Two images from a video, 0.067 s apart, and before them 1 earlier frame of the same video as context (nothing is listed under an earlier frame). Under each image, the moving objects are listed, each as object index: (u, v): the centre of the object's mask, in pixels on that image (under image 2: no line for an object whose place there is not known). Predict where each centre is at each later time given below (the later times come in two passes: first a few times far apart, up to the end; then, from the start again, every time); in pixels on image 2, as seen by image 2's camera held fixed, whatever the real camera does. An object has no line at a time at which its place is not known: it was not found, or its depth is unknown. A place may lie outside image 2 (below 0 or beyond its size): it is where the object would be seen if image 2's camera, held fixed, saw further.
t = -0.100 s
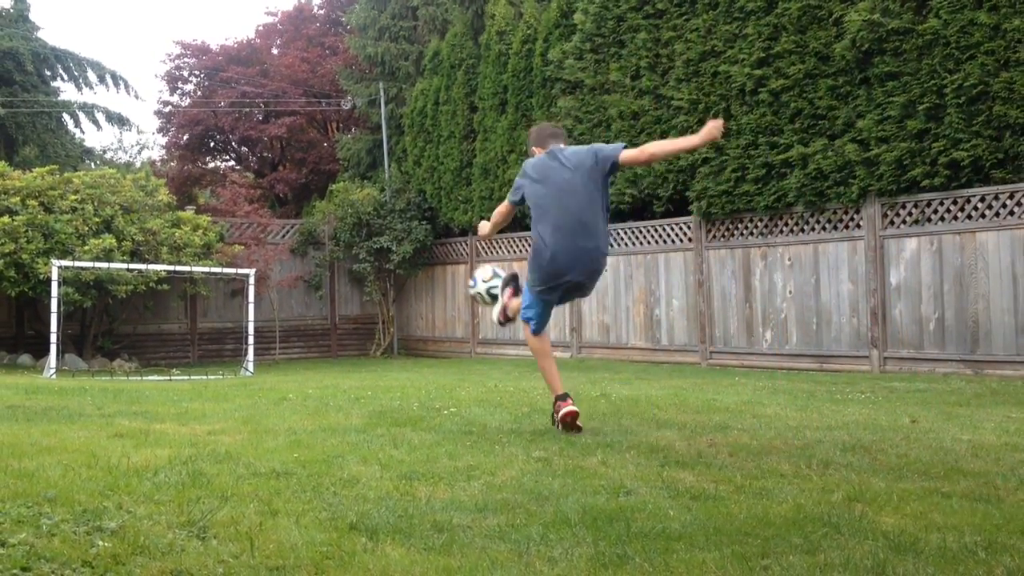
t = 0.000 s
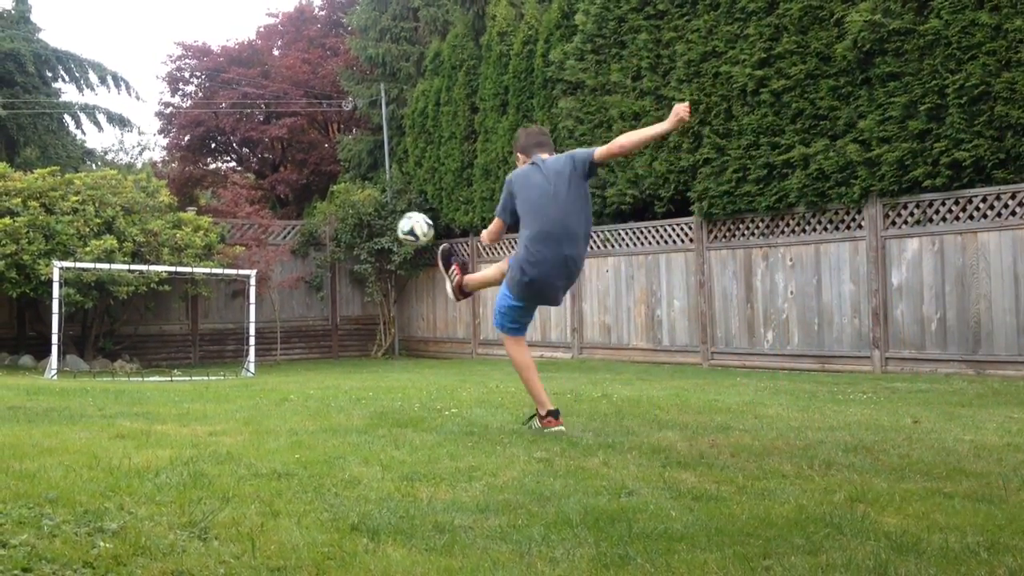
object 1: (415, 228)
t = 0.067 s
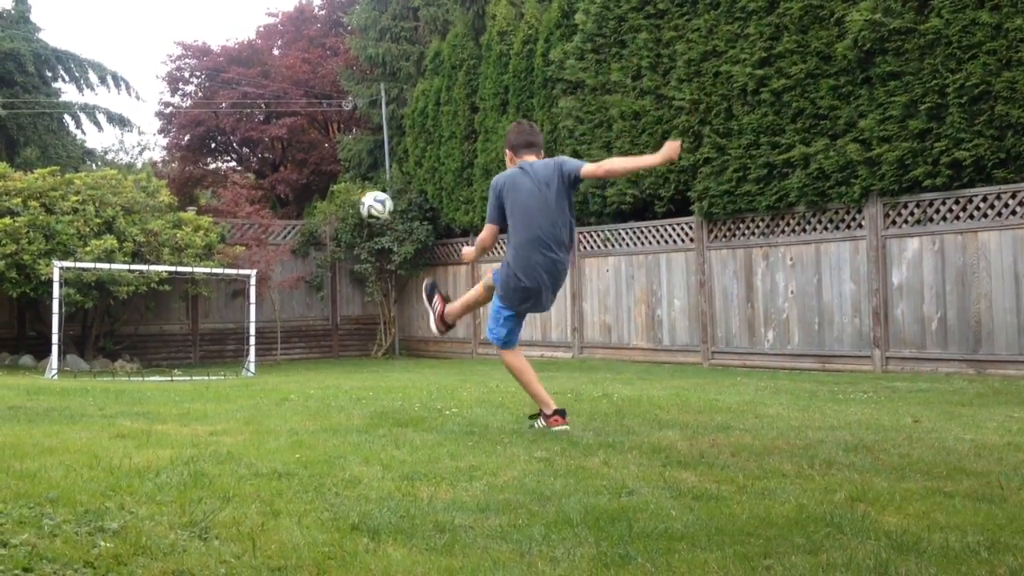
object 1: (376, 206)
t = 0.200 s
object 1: (314, 185)
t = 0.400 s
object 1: (249, 191)
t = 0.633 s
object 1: (196, 232)
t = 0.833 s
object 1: (192, 252)
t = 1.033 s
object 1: (243, 238)
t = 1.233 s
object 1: (298, 258)
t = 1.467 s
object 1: (368, 329)
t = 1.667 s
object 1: (417, 344)
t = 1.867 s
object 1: (453, 308)
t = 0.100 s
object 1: (359, 198)
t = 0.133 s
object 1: (343, 191)
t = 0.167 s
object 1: (328, 187)
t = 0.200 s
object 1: (314, 185)
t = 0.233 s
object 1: (301, 183)
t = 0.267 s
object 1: (289, 183)
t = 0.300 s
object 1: (278, 184)
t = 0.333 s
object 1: (268, 185)
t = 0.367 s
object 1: (258, 188)
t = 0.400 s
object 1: (249, 191)
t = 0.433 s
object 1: (240, 195)
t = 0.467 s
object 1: (231, 199)
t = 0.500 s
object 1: (223, 205)
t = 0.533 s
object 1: (216, 210)
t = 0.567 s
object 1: (209, 218)
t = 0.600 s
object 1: (202, 224)
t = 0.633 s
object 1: (196, 232)
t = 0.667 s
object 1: (189, 241)
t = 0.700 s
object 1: (183, 249)
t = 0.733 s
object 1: (178, 258)
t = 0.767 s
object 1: (176, 263)
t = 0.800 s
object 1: (184, 257)
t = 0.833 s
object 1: (192, 252)
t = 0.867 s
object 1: (201, 247)
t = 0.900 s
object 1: (209, 243)
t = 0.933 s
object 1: (217, 241)
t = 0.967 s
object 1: (226, 239)
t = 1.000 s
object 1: (234, 238)
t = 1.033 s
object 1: (243, 238)
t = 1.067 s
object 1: (252, 239)
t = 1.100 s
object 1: (261, 240)
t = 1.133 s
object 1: (269, 243)
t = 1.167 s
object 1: (279, 247)
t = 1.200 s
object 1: (288, 252)
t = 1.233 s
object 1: (298, 258)
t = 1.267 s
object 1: (307, 264)
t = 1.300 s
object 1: (317, 273)
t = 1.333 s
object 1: (327, 281)
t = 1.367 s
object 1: (336, 291)
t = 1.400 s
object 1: (347, 302)
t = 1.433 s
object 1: (358, 315)
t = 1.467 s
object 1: (368, 329)
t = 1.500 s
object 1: (378, 344)
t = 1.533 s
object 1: (389, 359)
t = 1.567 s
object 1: (399, 371)
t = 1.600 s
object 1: (405, 363)
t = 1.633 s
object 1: (411, 352)
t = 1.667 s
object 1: (417, 344)
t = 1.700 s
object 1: (423, 335)
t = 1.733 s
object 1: (429, 328)
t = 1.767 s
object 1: (435, 321)
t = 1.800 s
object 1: (441, 316)
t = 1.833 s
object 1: (447, 311)
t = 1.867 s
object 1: (453, 308)
